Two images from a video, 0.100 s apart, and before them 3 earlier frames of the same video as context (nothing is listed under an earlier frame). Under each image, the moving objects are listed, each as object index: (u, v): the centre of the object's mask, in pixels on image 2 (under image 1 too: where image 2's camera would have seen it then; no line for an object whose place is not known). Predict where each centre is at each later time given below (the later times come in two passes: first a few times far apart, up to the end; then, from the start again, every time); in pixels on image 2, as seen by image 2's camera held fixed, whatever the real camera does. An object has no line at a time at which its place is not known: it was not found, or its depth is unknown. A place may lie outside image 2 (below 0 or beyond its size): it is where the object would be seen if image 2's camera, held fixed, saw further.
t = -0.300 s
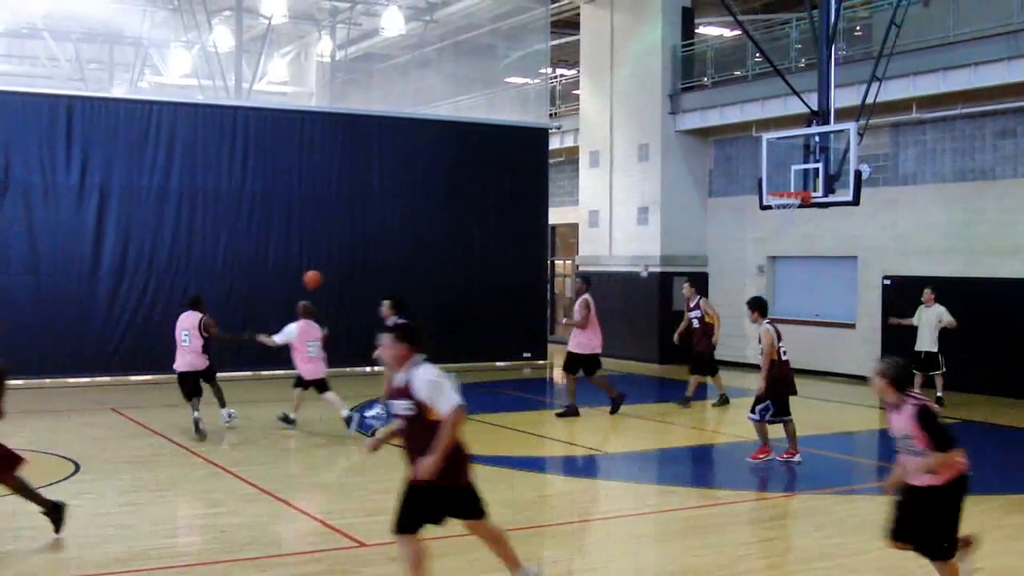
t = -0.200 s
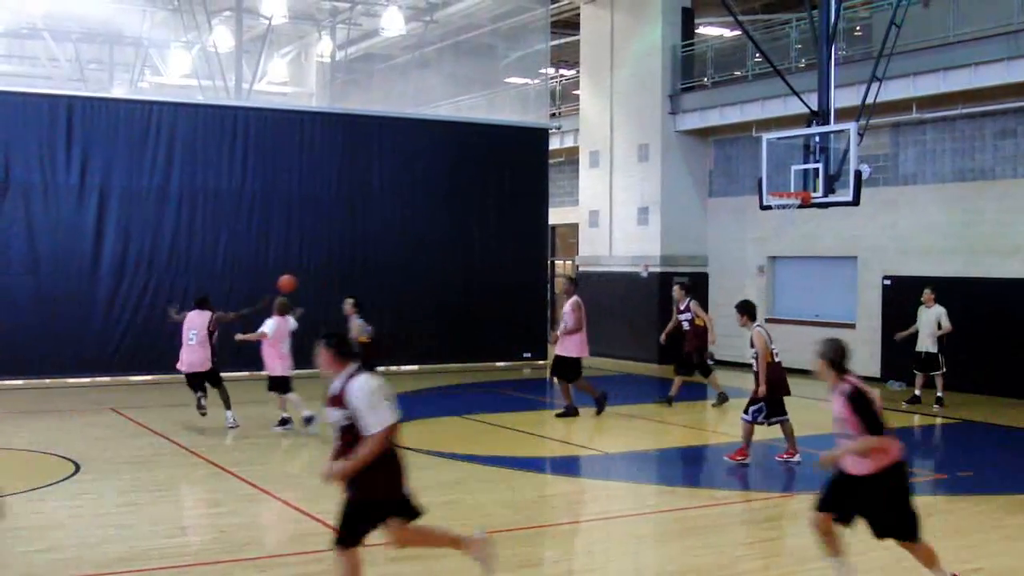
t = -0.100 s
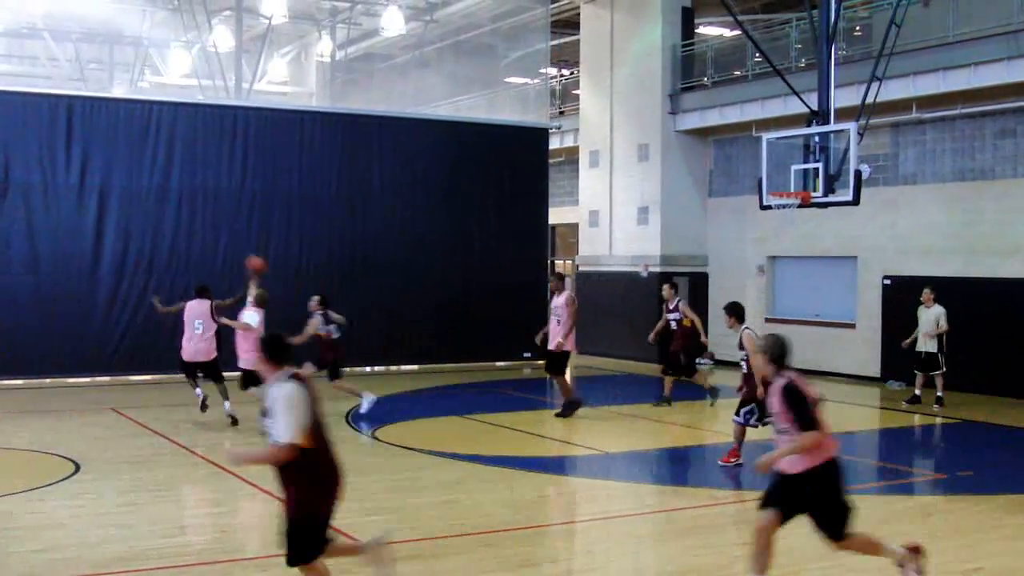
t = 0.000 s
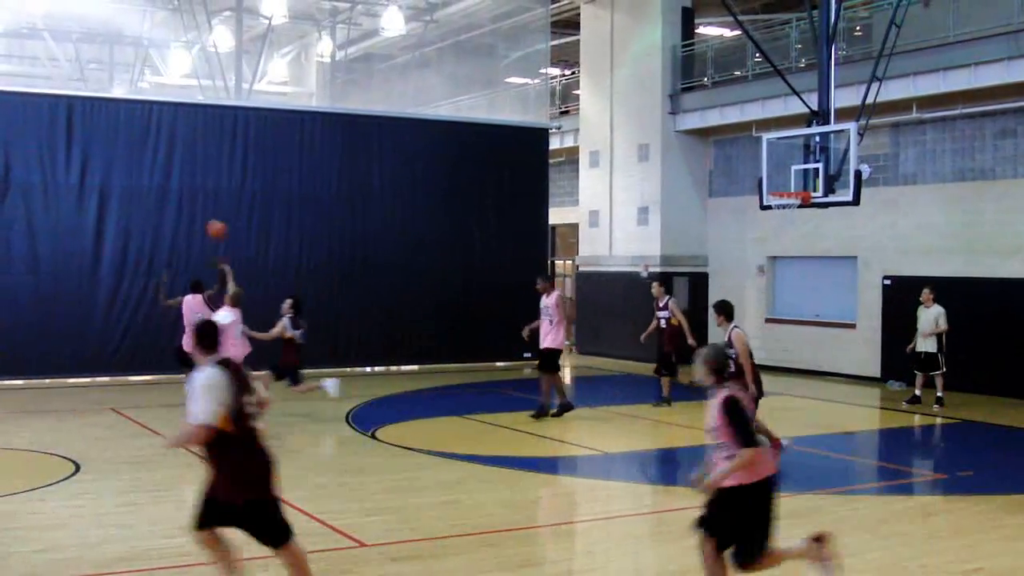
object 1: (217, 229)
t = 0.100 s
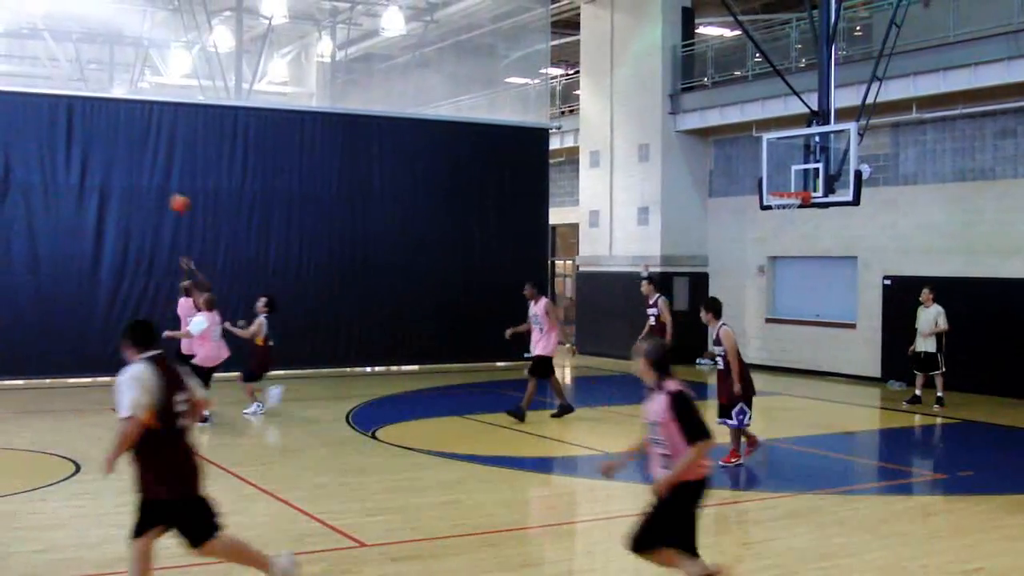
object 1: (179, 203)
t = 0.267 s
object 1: (119, 177)
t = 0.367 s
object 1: (85, 171)
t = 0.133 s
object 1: (166, 196)
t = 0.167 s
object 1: (154, 190)
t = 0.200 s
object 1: (142, 185)
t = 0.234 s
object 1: (130, 181)
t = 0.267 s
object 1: (119, 177)
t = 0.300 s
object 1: (106, 175)
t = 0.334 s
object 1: (96, 173)
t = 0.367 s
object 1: (85, 171)
